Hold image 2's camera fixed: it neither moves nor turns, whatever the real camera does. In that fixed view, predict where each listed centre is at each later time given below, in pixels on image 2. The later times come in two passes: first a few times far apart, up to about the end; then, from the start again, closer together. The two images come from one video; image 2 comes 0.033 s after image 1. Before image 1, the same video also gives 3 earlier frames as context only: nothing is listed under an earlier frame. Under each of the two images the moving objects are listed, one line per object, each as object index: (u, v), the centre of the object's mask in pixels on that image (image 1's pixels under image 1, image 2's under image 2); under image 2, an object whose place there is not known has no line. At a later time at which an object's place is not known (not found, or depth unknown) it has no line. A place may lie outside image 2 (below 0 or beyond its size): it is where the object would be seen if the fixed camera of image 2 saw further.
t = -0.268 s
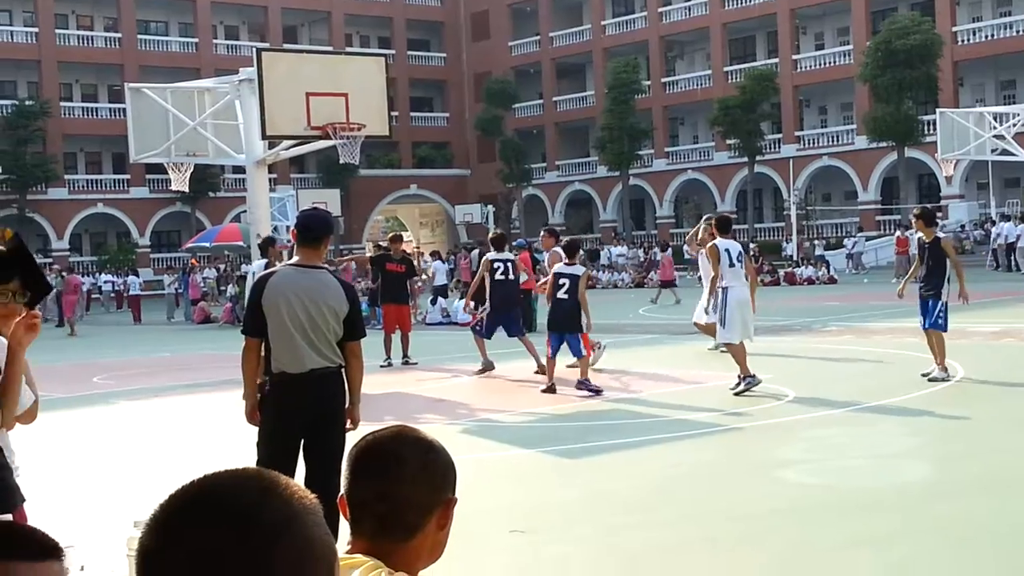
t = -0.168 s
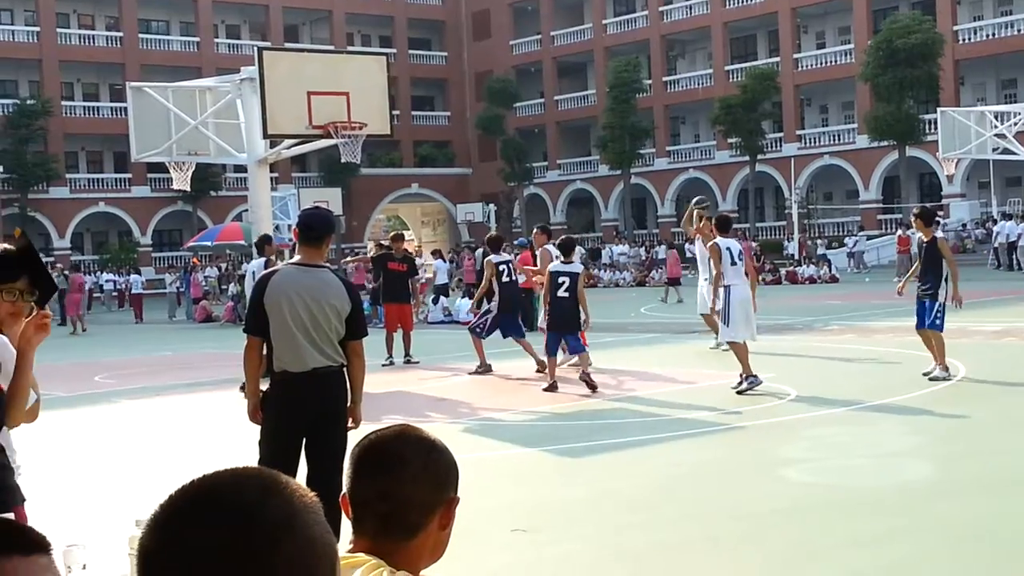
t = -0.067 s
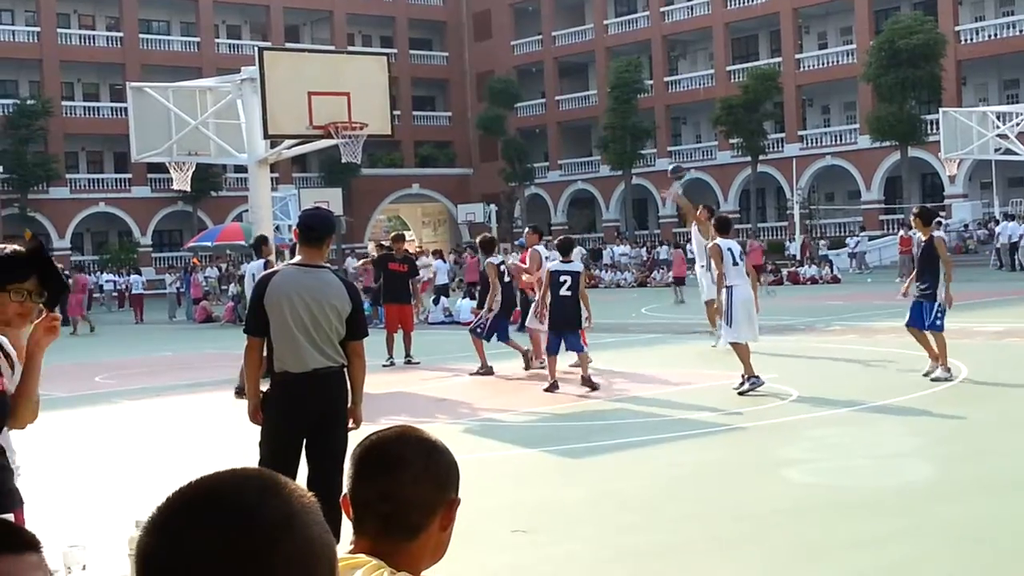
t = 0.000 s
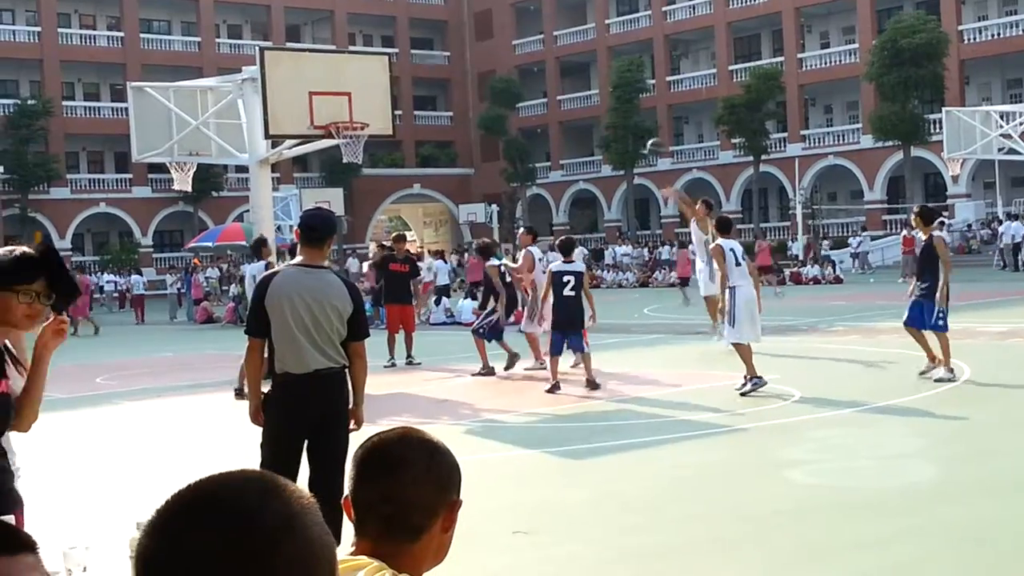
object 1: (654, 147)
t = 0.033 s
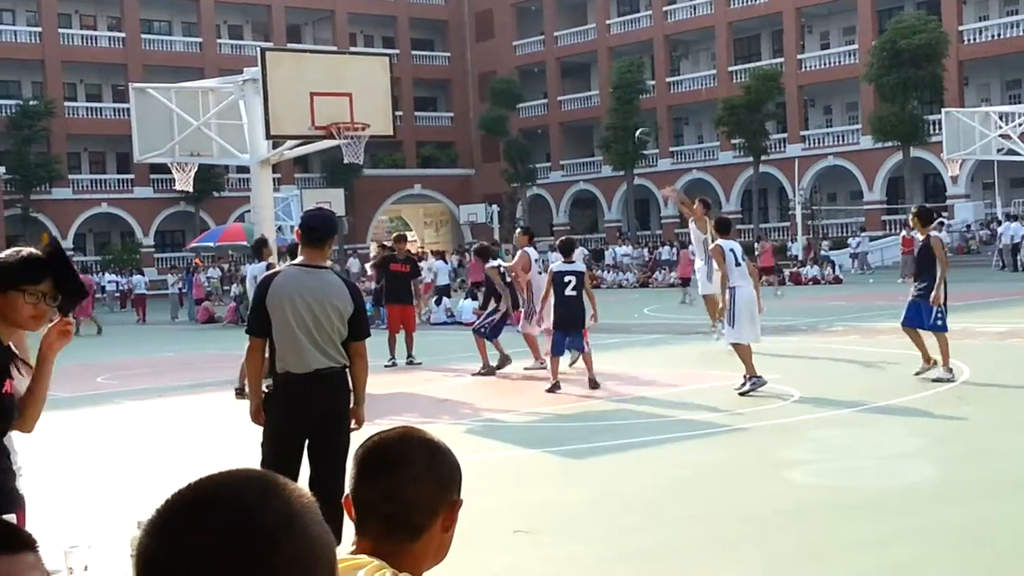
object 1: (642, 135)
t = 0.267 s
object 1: (561, 77)
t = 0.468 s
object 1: (488, 58)
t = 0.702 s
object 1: (400, 75)
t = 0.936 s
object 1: (321, 109)
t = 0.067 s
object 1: (633, 126)
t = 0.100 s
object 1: (621, 115)
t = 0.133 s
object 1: (608, 106)
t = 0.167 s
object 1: (596, 98)
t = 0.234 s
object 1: (572, 83)
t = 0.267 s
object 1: (561, 77)
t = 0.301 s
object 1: (548, 73)
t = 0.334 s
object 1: (536, 68)
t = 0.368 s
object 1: (525, 64)
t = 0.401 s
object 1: (512, 62)
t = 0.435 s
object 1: (501, 60)
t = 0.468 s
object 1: (488, 58)
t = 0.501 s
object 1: (475, 58)
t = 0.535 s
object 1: (462, 59)
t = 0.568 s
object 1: (450, 60)
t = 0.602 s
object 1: (438, 62)
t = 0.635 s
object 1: (425, 65)
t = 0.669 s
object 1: (411, 69)
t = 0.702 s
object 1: (400, 75)
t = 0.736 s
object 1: (387, 83)
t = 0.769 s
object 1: (373, 90)
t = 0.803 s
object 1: (361, 98)
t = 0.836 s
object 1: (347, 108)
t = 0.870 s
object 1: (337, 113)
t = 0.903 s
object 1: (329, 110)
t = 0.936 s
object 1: (321, 109)
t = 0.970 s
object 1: (313, 108)
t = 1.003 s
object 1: (304, 107)
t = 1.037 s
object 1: (297, 109)
